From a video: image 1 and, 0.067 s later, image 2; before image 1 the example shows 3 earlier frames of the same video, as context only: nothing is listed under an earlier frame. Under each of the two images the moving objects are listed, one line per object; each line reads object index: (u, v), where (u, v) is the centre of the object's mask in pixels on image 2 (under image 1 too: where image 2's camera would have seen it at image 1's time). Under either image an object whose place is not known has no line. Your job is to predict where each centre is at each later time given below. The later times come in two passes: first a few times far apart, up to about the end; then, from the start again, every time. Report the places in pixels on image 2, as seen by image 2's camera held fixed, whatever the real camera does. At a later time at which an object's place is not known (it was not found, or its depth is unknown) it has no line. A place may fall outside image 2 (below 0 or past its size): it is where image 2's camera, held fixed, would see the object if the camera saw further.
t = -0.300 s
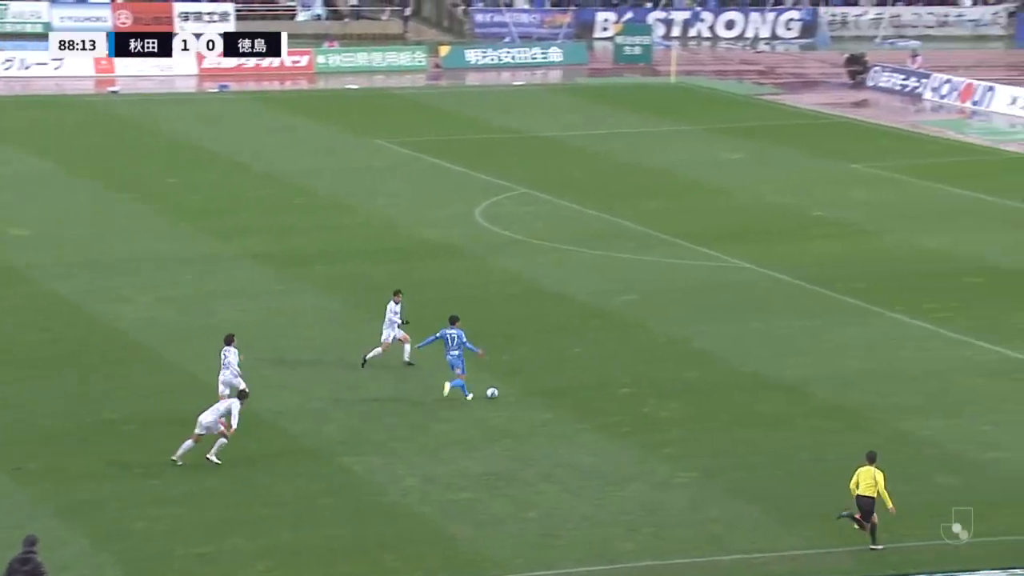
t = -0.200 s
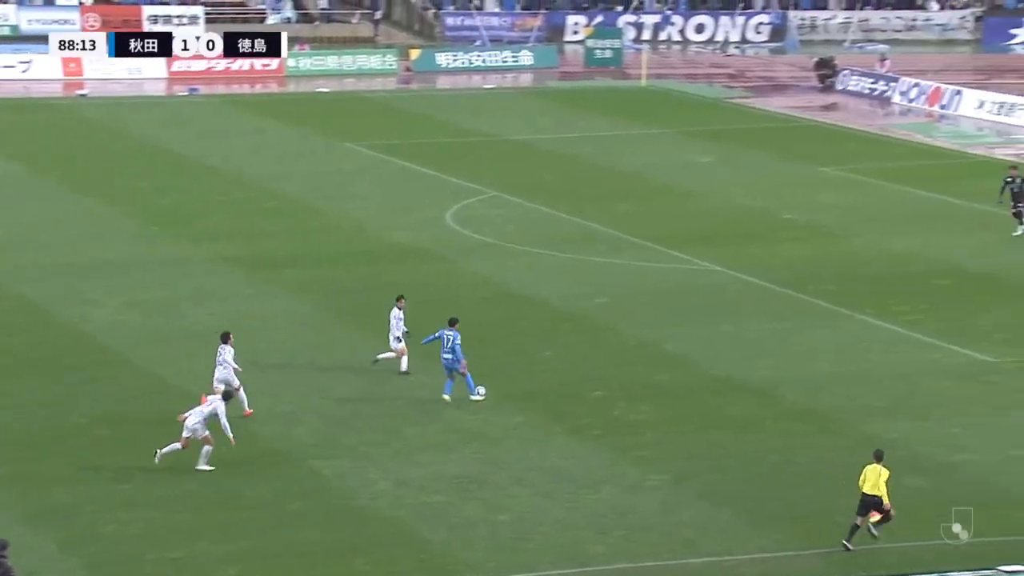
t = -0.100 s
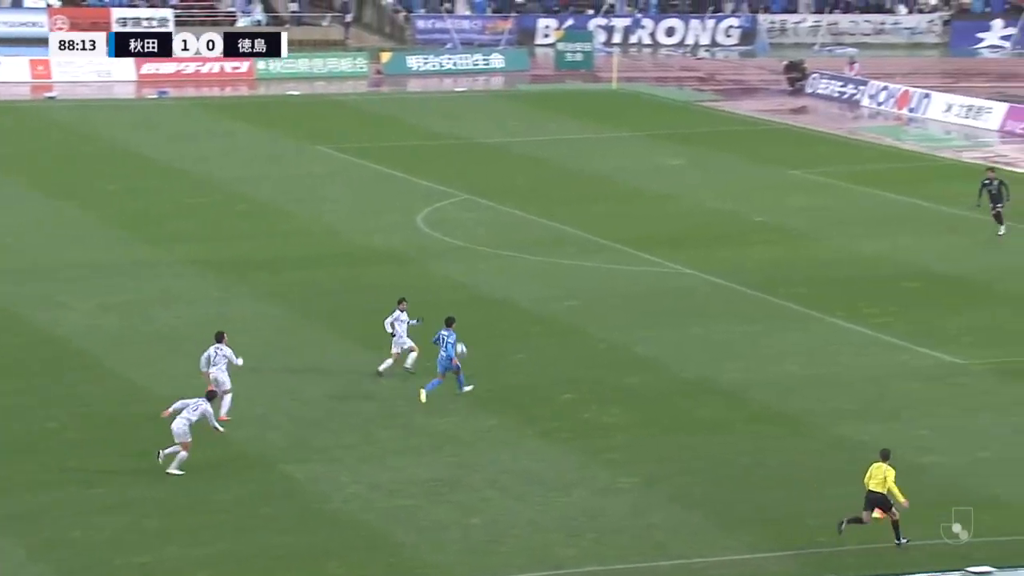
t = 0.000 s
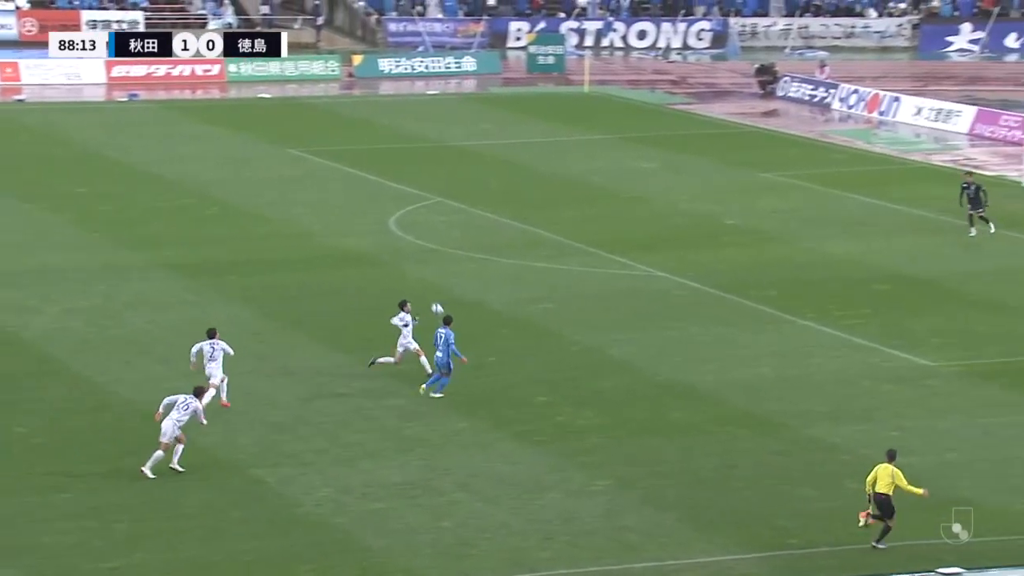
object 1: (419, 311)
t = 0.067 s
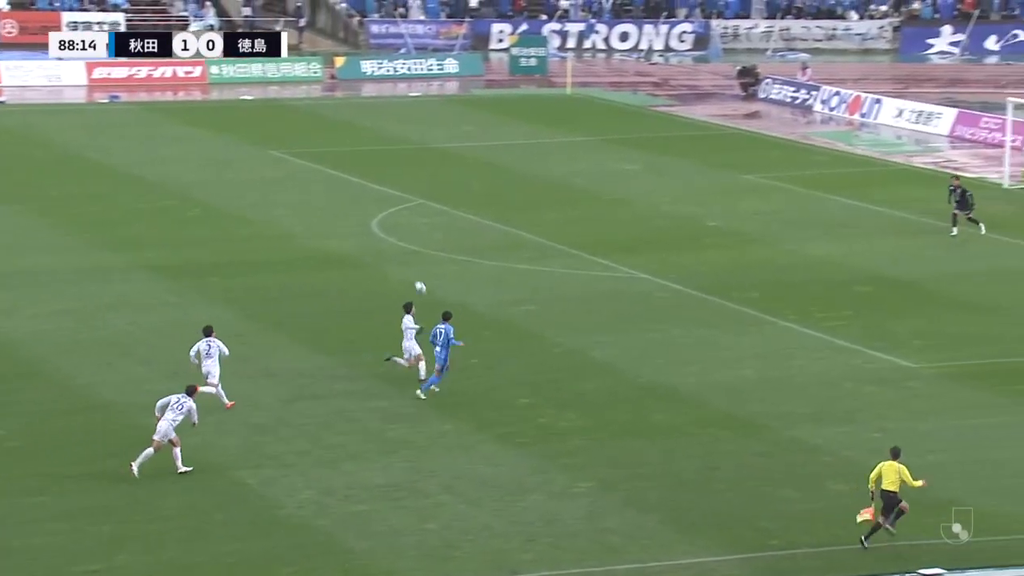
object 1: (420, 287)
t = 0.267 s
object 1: (414, 233)
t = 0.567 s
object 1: (387, 194)
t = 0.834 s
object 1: (353, 193)
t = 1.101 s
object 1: (310, 218)
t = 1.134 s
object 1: (305, 222)
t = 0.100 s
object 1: (420, 276)
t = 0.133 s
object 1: (419, 266)
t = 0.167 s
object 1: (418, 257)
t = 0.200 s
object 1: (417, 248)
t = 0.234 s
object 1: (415, 240)
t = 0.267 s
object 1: (414, 233)
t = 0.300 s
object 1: (412, 227)
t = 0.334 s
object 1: (409, 219)
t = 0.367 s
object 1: (407, 215)
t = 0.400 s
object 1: (404, 210)
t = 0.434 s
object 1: (401, 205)
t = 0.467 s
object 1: (398, 202)
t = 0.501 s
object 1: (394, 199)
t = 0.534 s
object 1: (390, 196)
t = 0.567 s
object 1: (387, 194)
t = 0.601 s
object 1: (383, 193)
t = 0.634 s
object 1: (380, 191)
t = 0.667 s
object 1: (375, 191)
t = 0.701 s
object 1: (370, 191)
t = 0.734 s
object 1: (366, 191)
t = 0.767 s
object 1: (362, 191)
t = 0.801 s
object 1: (357, 192)
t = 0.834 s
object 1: (353, 193)
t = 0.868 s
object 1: (347, 195)
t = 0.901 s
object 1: (343, 197)
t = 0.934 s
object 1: (337, 200)
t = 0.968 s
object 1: (332, 203)
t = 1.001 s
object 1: (327, 206)
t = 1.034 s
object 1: (322, 210)
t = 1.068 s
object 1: (316, 213)
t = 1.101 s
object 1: (310, 218)
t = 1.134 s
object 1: (305, 222)
